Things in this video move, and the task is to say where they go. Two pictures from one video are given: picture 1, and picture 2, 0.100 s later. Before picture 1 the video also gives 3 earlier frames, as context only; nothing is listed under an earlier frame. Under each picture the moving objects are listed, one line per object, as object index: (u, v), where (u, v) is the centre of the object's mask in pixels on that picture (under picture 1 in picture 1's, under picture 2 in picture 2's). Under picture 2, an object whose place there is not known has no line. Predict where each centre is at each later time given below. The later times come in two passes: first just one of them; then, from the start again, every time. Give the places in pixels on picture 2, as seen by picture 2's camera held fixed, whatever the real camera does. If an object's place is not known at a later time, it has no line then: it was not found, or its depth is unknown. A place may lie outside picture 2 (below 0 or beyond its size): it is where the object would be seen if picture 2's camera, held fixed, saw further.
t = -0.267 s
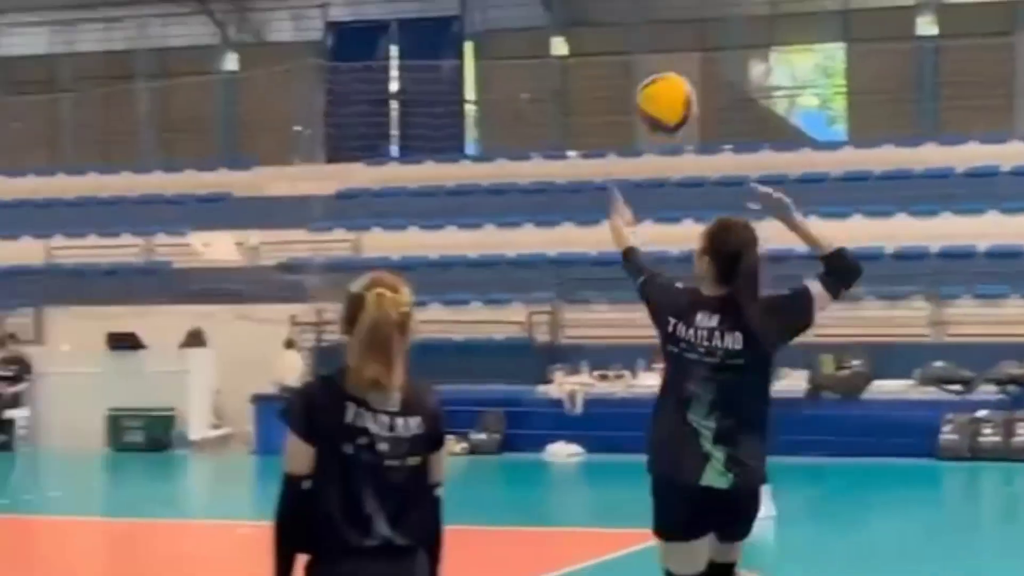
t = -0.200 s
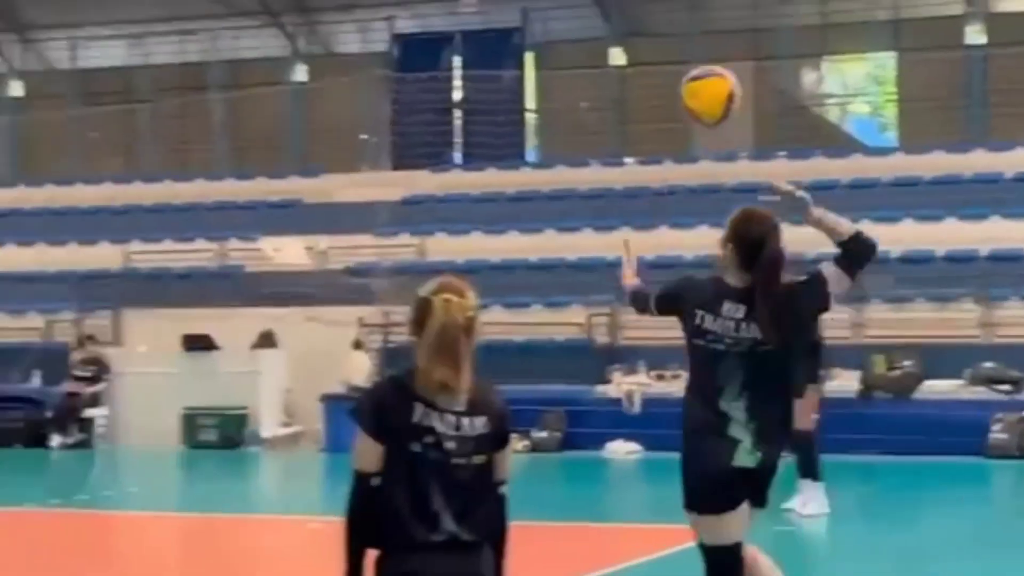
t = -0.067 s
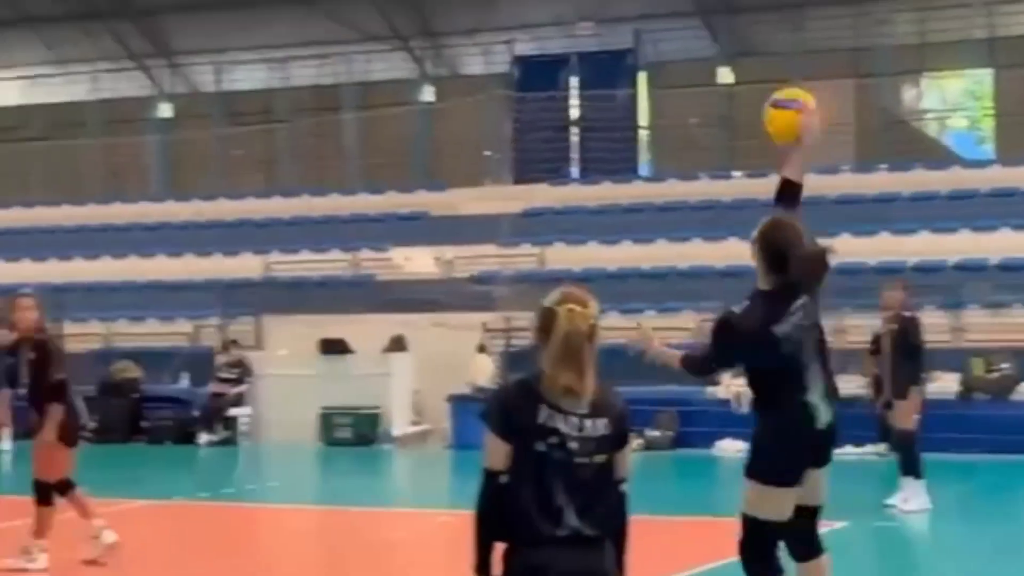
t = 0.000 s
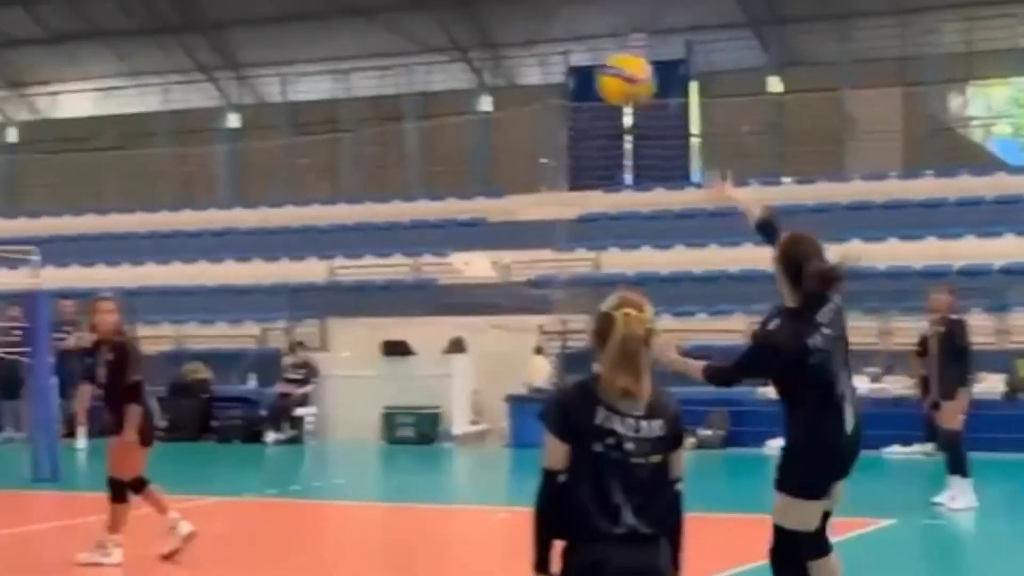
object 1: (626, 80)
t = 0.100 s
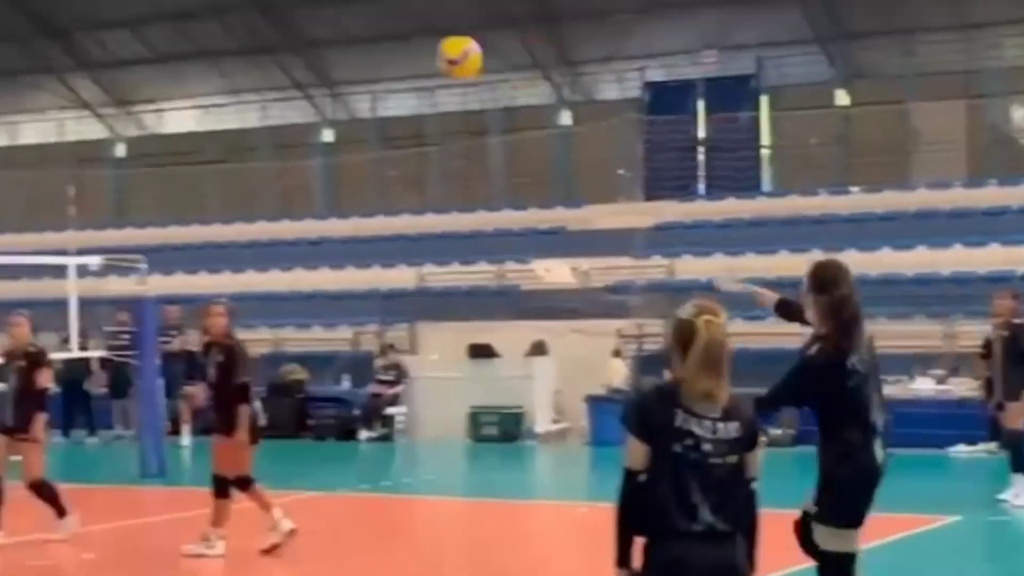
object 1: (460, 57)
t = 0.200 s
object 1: (282, 49)
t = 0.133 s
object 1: (395, 51)
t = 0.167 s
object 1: (336, 49)
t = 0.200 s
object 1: (282, 49)
